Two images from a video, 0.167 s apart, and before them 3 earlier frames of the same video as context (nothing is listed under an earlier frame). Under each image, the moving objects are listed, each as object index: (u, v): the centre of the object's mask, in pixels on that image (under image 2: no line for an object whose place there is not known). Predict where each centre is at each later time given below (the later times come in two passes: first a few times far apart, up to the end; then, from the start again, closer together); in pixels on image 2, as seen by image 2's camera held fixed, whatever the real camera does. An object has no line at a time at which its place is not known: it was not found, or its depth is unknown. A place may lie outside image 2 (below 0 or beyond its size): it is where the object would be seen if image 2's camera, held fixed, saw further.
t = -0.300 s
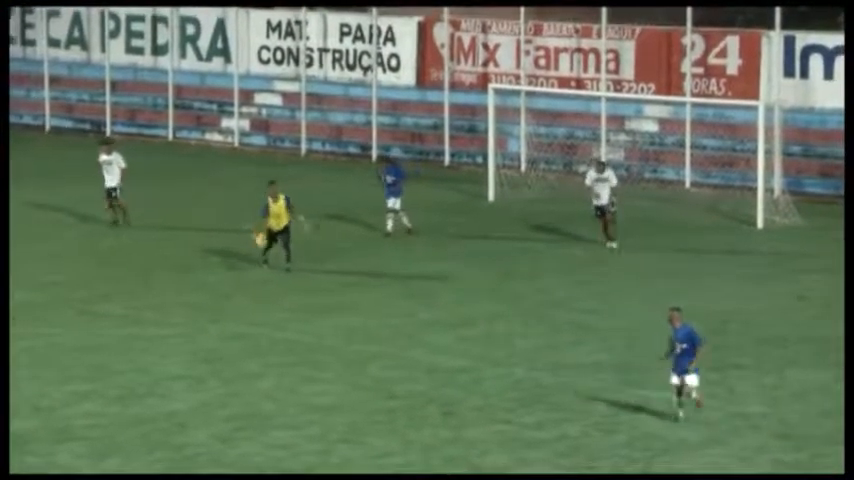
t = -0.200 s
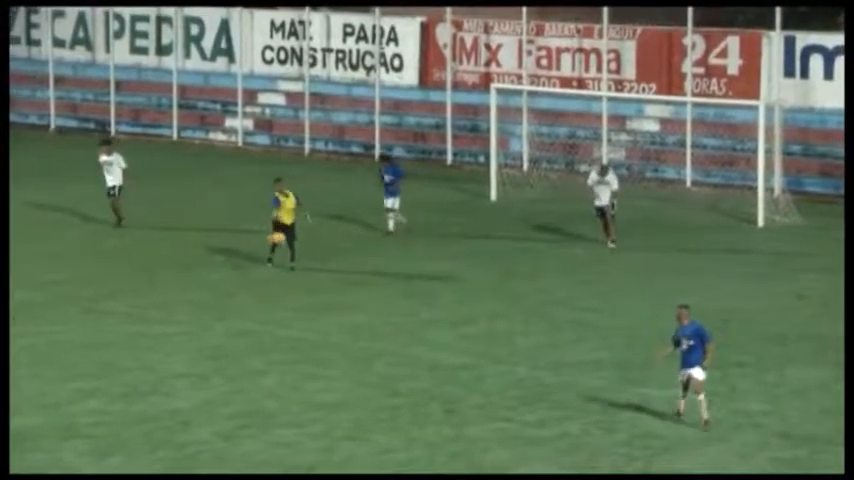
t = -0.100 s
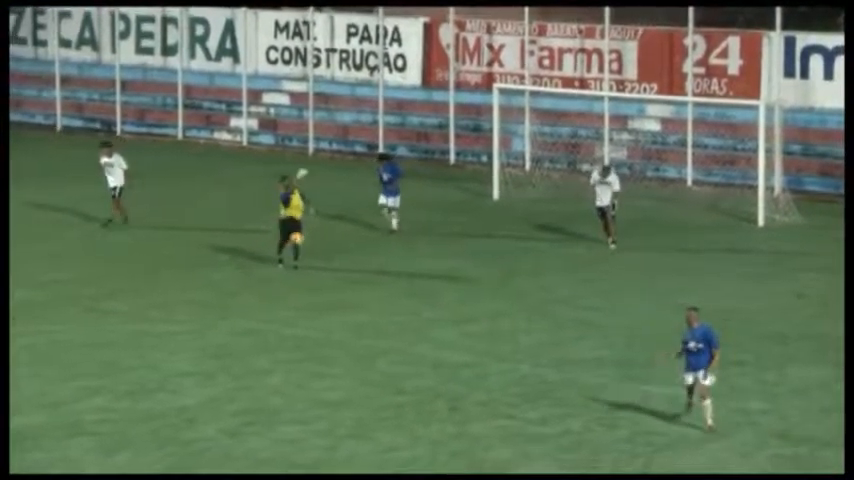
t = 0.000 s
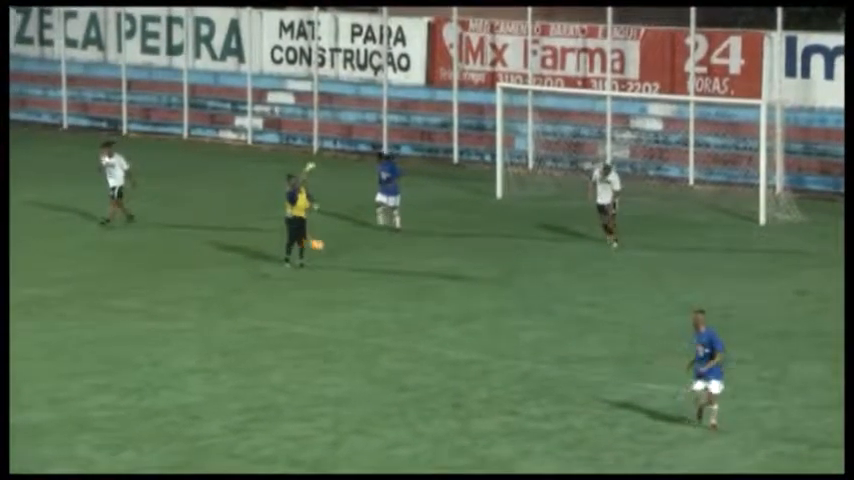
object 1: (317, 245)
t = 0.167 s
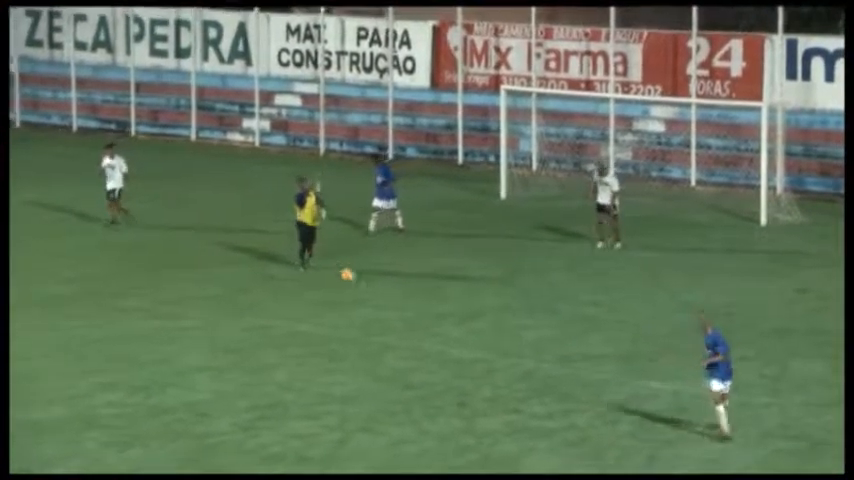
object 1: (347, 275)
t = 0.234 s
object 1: (357, 292)
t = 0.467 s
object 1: (383, 318)
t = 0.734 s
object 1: (408, 338)
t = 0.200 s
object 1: (351, 282)
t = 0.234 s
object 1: (357, 292)
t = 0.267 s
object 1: (361, 301)
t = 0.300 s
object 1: (366, 313)
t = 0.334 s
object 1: (371, 324)
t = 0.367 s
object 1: (373, 324)
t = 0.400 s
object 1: (377, 322)
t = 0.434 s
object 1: (380, 319)
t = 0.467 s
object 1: (383, 318)
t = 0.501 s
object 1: (386, 317)
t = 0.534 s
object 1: (390, 318)
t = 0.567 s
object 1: (392, 318)
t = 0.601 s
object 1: (396, 321)
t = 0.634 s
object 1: (399, 324)
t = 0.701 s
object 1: (406, 333)
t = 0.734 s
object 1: (408, 338)
